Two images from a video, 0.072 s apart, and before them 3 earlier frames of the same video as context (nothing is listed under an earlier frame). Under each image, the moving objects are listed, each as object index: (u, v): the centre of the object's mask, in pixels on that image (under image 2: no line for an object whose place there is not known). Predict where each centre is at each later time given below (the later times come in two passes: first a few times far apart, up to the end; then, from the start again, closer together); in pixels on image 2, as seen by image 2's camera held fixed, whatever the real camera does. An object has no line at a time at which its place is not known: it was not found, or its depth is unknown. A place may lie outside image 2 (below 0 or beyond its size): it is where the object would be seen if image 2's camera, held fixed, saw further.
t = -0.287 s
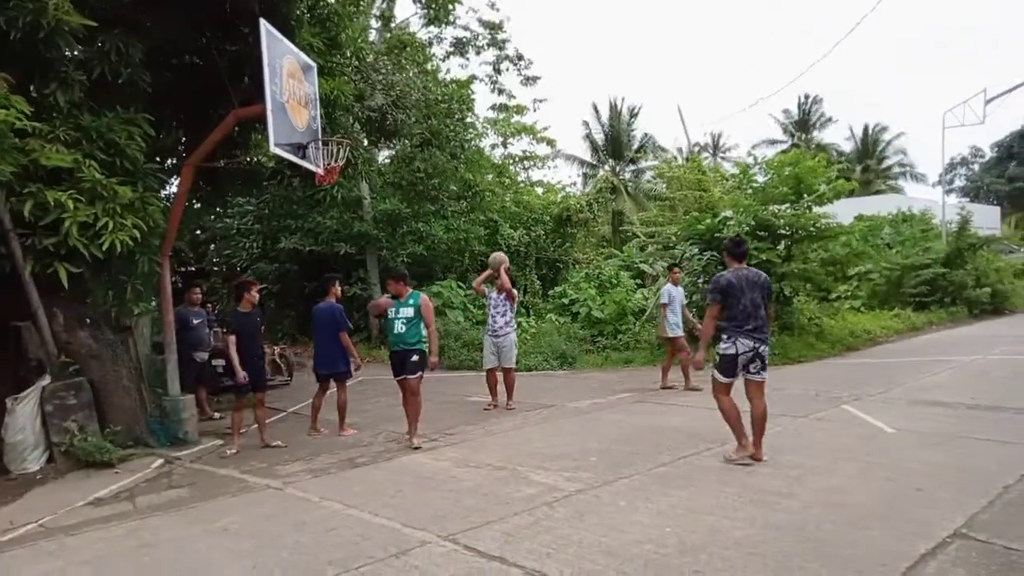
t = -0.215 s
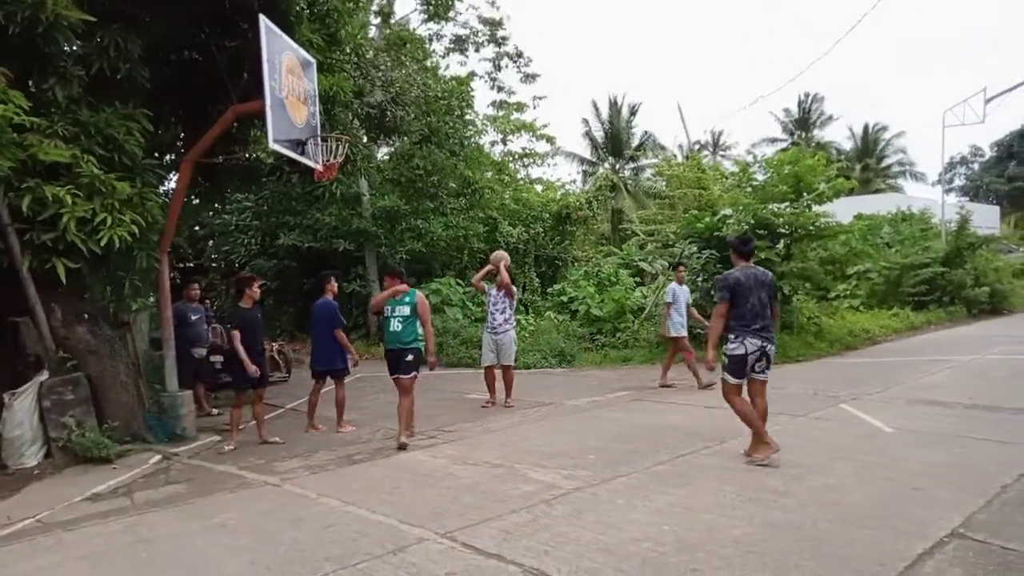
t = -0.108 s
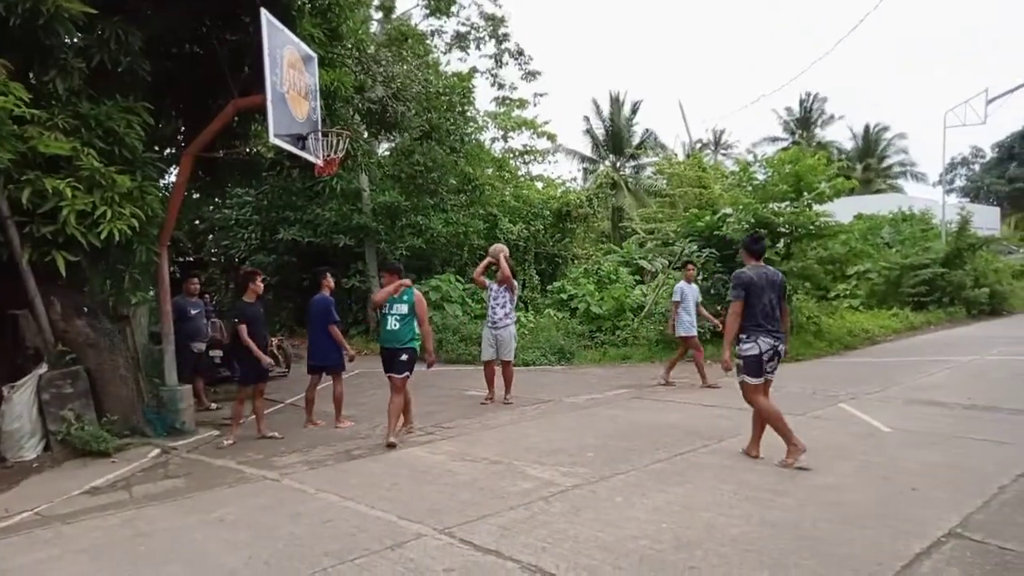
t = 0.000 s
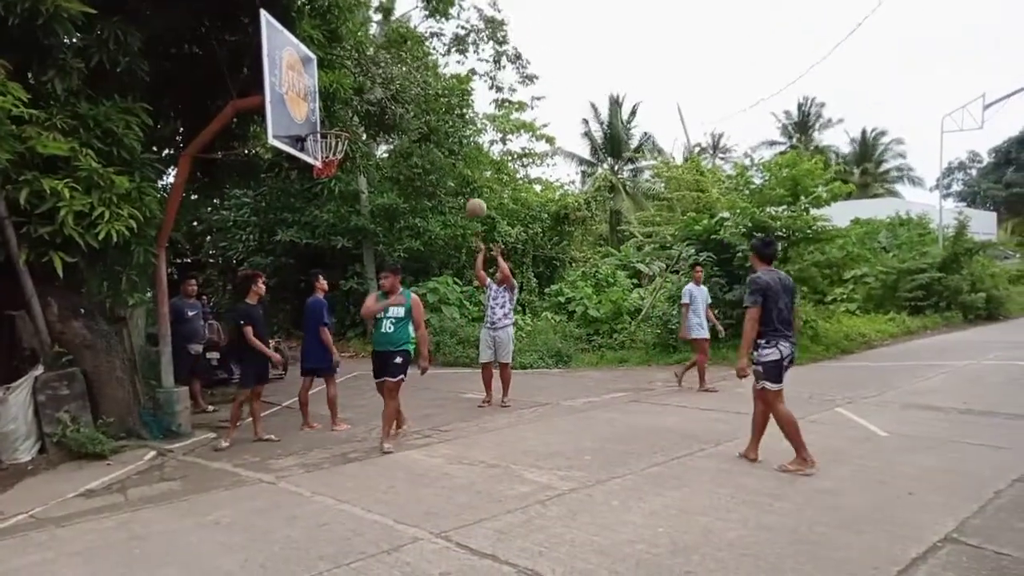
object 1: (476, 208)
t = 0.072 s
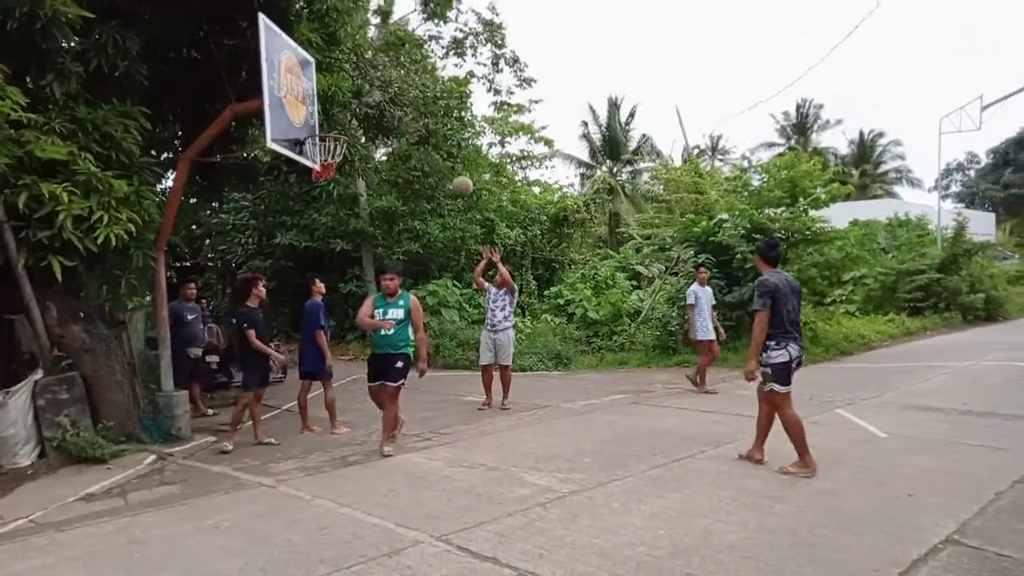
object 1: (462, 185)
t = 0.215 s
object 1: (435, 146)
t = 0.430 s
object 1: (393, 112)
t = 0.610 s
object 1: (347, 114)
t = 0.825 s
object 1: (326, 130)
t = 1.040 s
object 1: (351, 118)
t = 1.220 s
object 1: (373, 139)
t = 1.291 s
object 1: (377, 145)
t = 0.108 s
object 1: (456, 174)
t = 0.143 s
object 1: (450, 164)
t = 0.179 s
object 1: (442, 154)
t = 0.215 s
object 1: (435, 146)
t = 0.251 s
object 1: (428, 138)
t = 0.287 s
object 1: (422, 131)
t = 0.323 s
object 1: (414, 125)
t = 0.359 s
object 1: (407, 120)
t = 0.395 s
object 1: (400, 115)
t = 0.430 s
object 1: (393, 112)
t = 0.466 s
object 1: (385, 110)
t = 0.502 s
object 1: (370, 109)
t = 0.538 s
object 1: (363, 110)
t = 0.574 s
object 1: (355, 111)
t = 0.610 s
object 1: (347, 114)
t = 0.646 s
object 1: (338, 119)
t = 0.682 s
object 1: (331, 124)
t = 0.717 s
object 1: (324, 128)
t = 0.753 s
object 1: (323, 129)
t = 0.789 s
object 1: (324, 130)
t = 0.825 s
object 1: (326, 130)
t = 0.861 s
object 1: (329, 126)
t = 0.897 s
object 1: (332, 123)
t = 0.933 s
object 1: (335, 121)
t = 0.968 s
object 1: (344, 116)
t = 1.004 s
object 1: (348, 118)
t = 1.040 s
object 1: (351, 118)
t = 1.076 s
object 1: (356, 120)
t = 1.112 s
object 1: (359, 123)
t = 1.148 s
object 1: (364, 128)
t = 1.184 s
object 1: (369, 133)
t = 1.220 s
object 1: (373, 139)
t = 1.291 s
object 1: (377, 145)
